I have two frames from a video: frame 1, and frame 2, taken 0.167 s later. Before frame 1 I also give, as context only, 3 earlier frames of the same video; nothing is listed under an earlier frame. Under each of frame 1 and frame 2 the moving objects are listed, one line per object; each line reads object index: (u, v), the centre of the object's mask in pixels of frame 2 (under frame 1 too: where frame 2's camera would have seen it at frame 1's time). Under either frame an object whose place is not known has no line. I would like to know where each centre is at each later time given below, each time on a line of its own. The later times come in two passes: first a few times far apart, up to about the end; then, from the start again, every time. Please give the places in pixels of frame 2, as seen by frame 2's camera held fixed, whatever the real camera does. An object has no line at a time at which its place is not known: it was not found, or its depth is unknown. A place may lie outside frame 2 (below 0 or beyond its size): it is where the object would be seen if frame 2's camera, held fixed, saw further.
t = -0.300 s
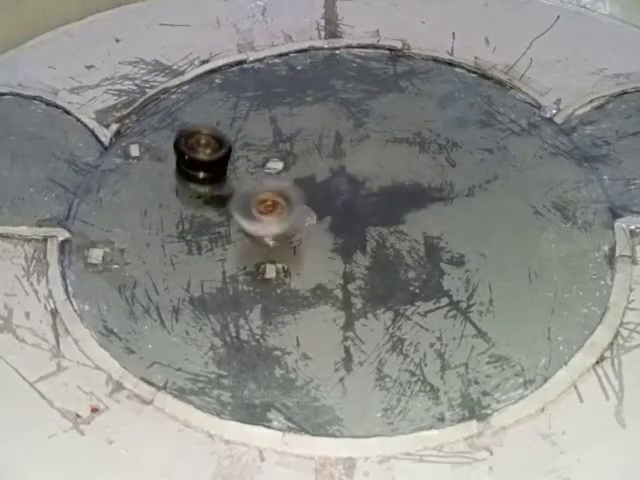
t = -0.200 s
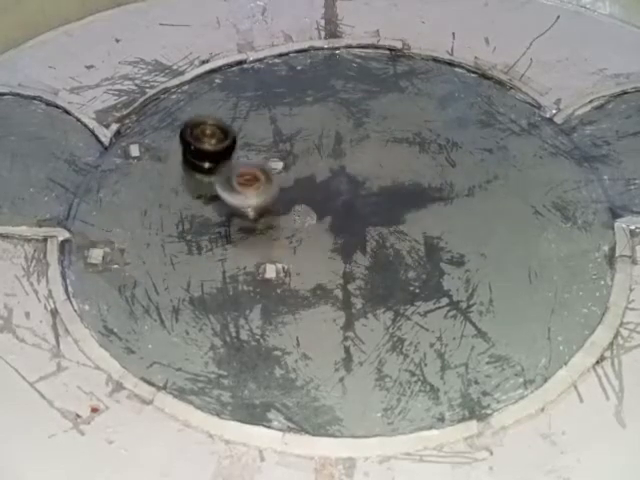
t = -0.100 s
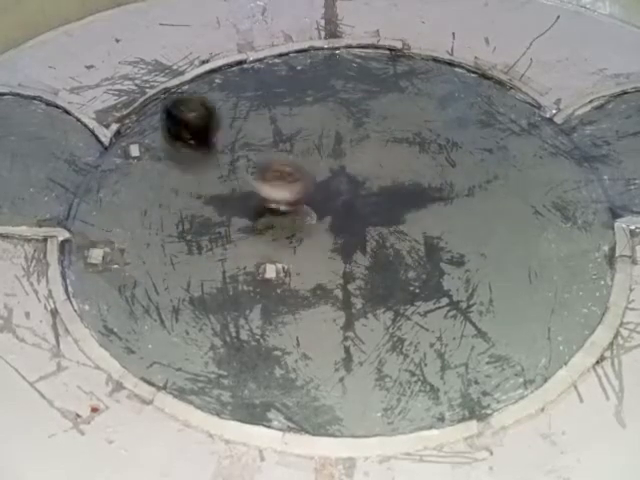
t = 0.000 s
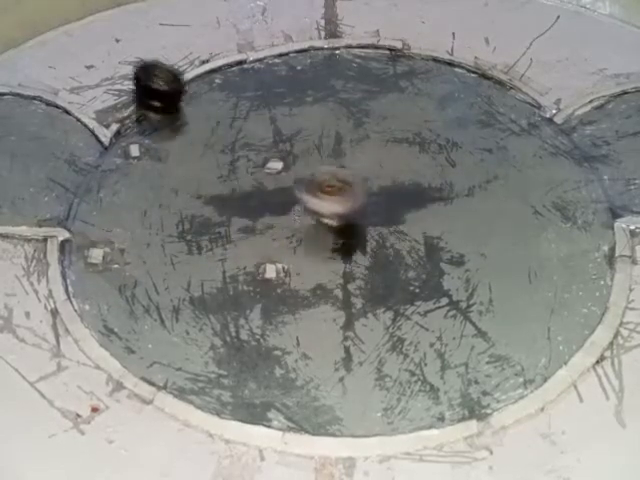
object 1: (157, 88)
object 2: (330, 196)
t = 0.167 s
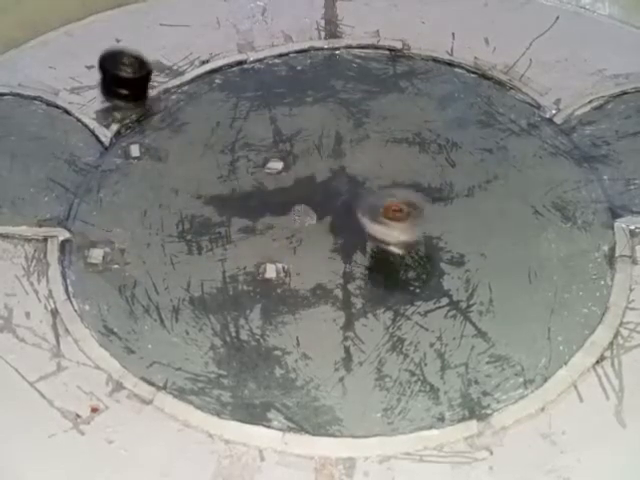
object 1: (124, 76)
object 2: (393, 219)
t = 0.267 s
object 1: (123, 76)
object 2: (424, 238)
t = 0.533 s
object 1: (150, 63)
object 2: (393, 261)
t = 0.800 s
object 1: (176, 53)
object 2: (318, 201)
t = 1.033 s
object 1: (197, 44)
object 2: (305, 140)
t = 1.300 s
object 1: (204, 42)
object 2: (326, 86)
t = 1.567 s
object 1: (242, 33)
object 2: (348, 95)
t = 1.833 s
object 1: (292, 77)
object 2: (303, 149)
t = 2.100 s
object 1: (344, 172)
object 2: (197, 186)
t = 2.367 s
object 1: (414, 201)
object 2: (106, 176)
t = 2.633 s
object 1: (427, 211)
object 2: (149, 151)
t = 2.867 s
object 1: (407, 216)
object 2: (244, 171)
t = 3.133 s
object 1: (377, 214)
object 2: (312, 192)
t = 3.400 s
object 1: (380, 195)
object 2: (252, 178)
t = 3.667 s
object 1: (377, 178)
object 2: (232, 140)
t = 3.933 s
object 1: (374, 166)
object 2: (268, 134)
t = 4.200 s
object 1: (366, 157)
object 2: (285, 166)
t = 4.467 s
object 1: (354, 153)
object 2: (258, 199)
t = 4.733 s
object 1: (339, 148)
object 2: (211, 198)
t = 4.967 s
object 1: (324, 143)
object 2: (221, 174)
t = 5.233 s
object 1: (311, 135)
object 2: (267, 162)
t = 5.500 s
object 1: (304, 130)
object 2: (283, 188)
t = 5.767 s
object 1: (301, 134)
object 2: (266, 203)
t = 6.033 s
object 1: (291, 142)
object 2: (251, 195)
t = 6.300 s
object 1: (285, 138)
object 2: (247, 191)
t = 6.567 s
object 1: (291, 140)
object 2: (239, 201)
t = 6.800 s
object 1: (297, 147)
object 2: (243, 197)
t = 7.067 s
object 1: (296, 150)
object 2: (269, 189)
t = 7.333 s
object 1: (298, 143)
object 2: (261, 236)
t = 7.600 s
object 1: (304, 147)
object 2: (256, 247)
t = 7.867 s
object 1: (300, 158)
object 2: (261, 217)
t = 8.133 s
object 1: (294, 150)
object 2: (252, 200)
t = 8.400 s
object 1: (301, 142)
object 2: (224, 185)
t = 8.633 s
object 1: (308, 146)
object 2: (238, 165)
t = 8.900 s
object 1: (370, 141)
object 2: (188, 169)
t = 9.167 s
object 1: (393, 153)
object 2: (177, 194)
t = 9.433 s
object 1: (378, 170)
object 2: (226, 201)
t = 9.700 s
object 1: (320, 194)
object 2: (225, 168)
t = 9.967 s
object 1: (287, 220)
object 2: (197, 163)
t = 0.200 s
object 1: (122, 76)
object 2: (404, 224)
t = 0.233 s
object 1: (122, 75)
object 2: (414, 231)
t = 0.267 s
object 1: (123, 76)
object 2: (424, 238)
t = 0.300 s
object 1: (123, 77)
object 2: (430, 244)
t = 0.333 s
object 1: (125, 78)
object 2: (434, 251)
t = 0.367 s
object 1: (128, 80)
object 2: (433, 256)
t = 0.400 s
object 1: (133, 80)
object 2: (430, 259)
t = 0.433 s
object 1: (137, 78)
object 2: (422, 262)
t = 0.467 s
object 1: (141, 74)
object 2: (414, 264)
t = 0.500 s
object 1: (145, 68)
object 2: (404, 264)
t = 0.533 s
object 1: (150, 63)
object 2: (393, 261)
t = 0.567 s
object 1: (153, 61)
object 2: (383, 258)
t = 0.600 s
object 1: (156, 60)
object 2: (371, 253)
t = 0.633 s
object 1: (157, 60)
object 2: (361, 247)
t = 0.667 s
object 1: (159, 61)
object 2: (349, 240)
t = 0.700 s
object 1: (161, 59)
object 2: (339, 232)
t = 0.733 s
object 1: (165, 58)
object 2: (332, 223)
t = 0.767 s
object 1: (170, 56)
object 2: (323, 211)
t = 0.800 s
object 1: (176, 53)
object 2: (318, 201)
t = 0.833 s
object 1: (183, 50)
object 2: (314, 191)
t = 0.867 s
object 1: (189, 46)
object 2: (310, 181)
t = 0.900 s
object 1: (194, 43)
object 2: (309, 172)
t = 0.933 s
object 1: (197, 43)
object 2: (307, 166)
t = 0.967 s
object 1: (197, 43)
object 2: (305, 157)
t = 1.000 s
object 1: (197, 43)
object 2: (306, 146)
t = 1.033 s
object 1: (197, 44)
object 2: (305, 140)
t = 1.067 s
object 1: (196, 44)
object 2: (306, 131)
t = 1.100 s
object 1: (195, 45)
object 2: (308, 121)
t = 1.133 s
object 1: (194, 45)
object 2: (311, 114)
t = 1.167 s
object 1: (195, 45)
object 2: (313, 107)
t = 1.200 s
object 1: (195, 45)
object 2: (315, 99)
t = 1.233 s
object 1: (196, 44)
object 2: (318, 93)
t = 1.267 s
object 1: (200, 45)
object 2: (322, 88)
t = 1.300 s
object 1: (204, 42)
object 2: (326, 86)
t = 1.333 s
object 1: (208, 41)
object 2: (330, 84)
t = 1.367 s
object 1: (213, 39)
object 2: (335, 81)
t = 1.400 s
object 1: (217, 39)
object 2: (340, 81)
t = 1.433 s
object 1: (223, 37)
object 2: (343, 83)
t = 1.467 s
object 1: (227, 36)
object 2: (345, 84)
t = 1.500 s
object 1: (233, 35)
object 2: (347, 87)
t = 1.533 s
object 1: (238, 34)
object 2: (348, 91)
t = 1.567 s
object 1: (242, 33)
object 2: (348, 95)
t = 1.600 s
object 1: (248, 32)
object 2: (347, 100)
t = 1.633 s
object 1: (256, 31)
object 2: (344, 107)
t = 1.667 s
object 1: (266, 30)
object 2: (341, 116)
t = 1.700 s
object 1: (273, 37)
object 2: (336, 123)
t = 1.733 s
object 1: (280, 47)
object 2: (329, 130)
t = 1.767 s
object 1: (285, 56)
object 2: (323, 134)
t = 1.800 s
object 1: (289, 67)
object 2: (312, 143)
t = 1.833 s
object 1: (292, 77)
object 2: (303, 149)
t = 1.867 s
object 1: (296, 88)
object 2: (292, 157)
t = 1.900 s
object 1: (299, 98)
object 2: (279, 164)
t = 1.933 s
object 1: (304, 112)
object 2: (266, 169)
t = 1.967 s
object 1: (308, 124)
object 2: (255, 174)
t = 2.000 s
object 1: (316, 137)
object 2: (240, 178)
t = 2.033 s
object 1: (324, 148)
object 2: (228, 181)
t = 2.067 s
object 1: (332, 163)
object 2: (212, 185)
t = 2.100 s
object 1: (344, 172)
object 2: (197, 186)
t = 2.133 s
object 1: (355, 183)
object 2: (184, 188)
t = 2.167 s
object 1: (368, 191)
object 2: (169, 192)
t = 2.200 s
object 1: (377, 195)
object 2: (157, 192)
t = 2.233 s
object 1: (387, 198)
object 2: (143, 191)
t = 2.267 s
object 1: (395, 200)
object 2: (131, 188)
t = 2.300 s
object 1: (402, 202)
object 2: (120, 184)
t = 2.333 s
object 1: (409, 201)
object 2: (112, 182)
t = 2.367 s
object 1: (414, 201)
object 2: (106, 176)
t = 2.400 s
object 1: (417, 201)
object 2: (102, 171)
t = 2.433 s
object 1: (419, 202)
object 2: (102, 167)
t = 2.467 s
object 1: (422, 203)
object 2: (105, 162)
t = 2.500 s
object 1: (424, 204)
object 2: (109, 160)
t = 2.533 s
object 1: (426, 207)
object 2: (118, 155)
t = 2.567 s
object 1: (427, 208)
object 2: (126, 153)
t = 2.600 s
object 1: (427, 209)
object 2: (138, 151)
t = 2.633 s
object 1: (427, 211)
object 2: (149, 151)
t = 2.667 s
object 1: (426, 211)
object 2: (161, 153)
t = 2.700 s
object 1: (424, 213)
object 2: (176, 153)
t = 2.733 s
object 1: (422, 215)
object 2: (190, 156)
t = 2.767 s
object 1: (419, 217)
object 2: (205, 159)
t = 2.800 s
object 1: (416, 216)
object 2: (217, 166)
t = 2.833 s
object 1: (413, 216)
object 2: (231, 169)
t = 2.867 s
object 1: (407, 216)
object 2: (244, 171)
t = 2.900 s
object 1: (403, 216)
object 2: (255, 173)
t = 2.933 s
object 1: (398, 216)
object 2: (268, 177)
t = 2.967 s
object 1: (392, 216)
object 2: (279, 181)
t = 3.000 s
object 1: (385, 216)
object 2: (292, 183)
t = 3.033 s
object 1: (380, 215)
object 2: (304, 187)
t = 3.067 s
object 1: (375, 215)
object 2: (312, 191)
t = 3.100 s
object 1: (377, 215)
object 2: (312, 191)
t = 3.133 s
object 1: (377, 214)
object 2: (312, 192)
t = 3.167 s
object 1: (380, 211)
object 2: (310, 192)
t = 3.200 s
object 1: (383, 209)
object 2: (303, 192)
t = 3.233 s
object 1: (385, 207)
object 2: (294, 191)
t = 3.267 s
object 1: (385, 204)
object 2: (285, 189)
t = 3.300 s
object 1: (383, 201)
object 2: (276, 190)
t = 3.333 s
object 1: (383, 199)
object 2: (266, 188)
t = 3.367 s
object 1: (381, 196)
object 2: (259, 184)
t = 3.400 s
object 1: (380, 195)
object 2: (252, 178)
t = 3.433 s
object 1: (380, 193)
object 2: (245, 174)
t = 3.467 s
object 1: (379, 191)
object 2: (241, 169)
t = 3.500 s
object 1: (379, 189)
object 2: (237, 164)
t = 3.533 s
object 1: (379, 187)
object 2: (234, 161)
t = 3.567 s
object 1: (378, 184)
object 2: (231, 157)
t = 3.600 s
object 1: (378, 182)
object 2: (230, 151)
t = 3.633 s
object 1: (378, 181)
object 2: (230, 145)
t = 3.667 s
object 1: (377, 178)
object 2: (232, 140)
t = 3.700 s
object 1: (377, 177)
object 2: (235, 137)
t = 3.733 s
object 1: (377, 175)
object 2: (239, 134)
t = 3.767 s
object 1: (376, 173)
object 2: (243, 131)
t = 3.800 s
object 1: (376, 172)
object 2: (249, 130)
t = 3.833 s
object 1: (376, 171)
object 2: (253, 129)
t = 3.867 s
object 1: (375, 170)
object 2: (257, 129)
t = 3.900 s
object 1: (374, 168)
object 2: (263, 131)
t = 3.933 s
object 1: (374, 166)
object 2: (268, 134)
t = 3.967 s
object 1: (373, 165)
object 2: (271, 137)
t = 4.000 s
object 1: (372, 164)
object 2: (275, 138)
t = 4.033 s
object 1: (372, 162)
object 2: (278, 141)
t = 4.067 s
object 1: (371, 161)
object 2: (279, 145)
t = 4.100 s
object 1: (370, 159)
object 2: (282, 152)
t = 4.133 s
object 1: (368, 159)
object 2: (284, 155)
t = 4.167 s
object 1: (367, 158)
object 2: (284, 160)
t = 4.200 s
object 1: (366, 157)
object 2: (285, 166)
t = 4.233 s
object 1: (364, 156)
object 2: (284, 170)
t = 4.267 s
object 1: (362, 156)
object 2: (283, 175)
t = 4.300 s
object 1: (361, 156)
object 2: (280, 182)
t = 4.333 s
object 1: (360, 155)
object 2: (277, 185)
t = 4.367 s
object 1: (358, 155)
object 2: (274, 189)
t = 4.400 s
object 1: (357, 154)
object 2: (269, 194)
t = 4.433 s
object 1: (355, 154)
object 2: (264, 198)
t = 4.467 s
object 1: (354, 153)
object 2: (258, 199)
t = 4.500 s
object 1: (352, 152)
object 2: (249, 202)
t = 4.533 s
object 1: (350, 152)
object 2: (242, 204)
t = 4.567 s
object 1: (349, 152)
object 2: (236, 204)
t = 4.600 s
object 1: (347, 151)
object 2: (230, 205)
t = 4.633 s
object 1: (345, 151)
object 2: (225, 204)
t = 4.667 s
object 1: (343, 149)
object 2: (220, 201)
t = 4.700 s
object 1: (341, 148)
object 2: (215, 200)
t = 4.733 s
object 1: (339, 148)
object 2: (211, 198)
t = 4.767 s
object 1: (337, 147)
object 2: (209, 194)
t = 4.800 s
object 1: (335, 147)
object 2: (209, 192)
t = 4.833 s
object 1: (333, 146)
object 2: (209, 188)
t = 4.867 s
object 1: (330, 145)
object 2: (210, 184)
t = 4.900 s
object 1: (328, 144)
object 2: (212, 181)
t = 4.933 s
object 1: (326, 143)
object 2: (216, 177)
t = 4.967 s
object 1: (324, 143)
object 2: (221, 174)
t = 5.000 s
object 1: (321, 142)
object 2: (226, 170)
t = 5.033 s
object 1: (319, 141)
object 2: (232, 167)
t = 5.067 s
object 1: (317, 141)
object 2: (239, 165)
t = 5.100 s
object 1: (315, 140)
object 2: (244, 165)
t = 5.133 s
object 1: (313, 139)
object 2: (251, 162)
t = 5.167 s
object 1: (311, 138)
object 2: (258, 160)
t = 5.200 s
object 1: (311, 136)
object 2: (265, 161)
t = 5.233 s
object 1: (311, 135)
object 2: (267, 162)
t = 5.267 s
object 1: (310, 133)
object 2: (269, 164)
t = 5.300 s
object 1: (309, 130)
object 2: (273, 167)
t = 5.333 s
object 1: (307, 130)
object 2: (276, 171)
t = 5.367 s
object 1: (306, 129)
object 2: (278, 175)
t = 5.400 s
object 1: (305, 129)
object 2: (281, 179)
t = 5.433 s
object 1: (304, 129)
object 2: (281, 180)
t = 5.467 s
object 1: (304, 130)
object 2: (282, 185)
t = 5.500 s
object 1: (304, 130)
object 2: (283, 188)
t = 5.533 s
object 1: (304, 130)
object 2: (282, 191)
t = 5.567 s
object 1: (303, 130)
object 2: (279, 194)
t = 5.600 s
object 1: (303, 131)
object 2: (277, 195)
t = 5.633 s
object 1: (303, 131)
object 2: (275, 197)
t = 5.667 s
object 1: (302, 132)
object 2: (274, 198)
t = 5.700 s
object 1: (302, 133)
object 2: (272, 201)
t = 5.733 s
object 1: (302, 133)
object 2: (269, 202)
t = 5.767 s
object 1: (301, 134)
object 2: (266, 203)
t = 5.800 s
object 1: (301, 135)
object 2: (265, 203)
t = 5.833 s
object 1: (300, 136)
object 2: (262, 203)
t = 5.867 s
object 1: (299, 137)
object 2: (260, 202)
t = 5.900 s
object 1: (298, 137)
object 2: (258, 201)
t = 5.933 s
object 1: (296, 139)
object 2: (256, 200)
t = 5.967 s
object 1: (295, 140)
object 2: (255, 198)
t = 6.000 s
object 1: (293, 142)
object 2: (252, 197)
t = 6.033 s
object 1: (291, 142)
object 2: (251, 195)
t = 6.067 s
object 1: (290, 144)
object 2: (250, 190)
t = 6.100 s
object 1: (289, 144)
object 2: (251, 188)
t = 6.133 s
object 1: (288, 145)
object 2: (252, 183)
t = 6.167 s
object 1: (287, 145)
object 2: (253, 180)
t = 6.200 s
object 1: (286, 142)
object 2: (252, 182)
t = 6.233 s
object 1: (286, 141)
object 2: (251, 185)
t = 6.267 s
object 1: (285, 139)
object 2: (249, 189)
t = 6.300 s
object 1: (285, 138)
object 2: (247, 191)
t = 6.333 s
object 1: (283, 139)
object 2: (246, 192)
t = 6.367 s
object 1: (283, 138)
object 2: (243, 194)
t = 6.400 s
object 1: (284, 138)
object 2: (242, 197)
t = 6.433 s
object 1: (285, 139)
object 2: (242, 198)
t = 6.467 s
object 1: (286, 140)
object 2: (241, 199)
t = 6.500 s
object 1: (288, 140)
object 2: (241, 200)
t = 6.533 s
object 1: (289, 140)
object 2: (240, 201)
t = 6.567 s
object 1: (291, 140)
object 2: (239, 201)
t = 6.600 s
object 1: (292, 141)
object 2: (239, 201)
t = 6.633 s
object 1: (293, 141)
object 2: (239, 201)
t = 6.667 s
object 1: (294, 142)
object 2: (240, 200)
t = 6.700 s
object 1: (295, 143)
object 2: (240, 200)
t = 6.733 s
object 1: (296, 144)
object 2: (241, 198)
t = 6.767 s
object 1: (297, 146)
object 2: (242, 198)
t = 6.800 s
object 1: (297, 147)
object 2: (243, 197)
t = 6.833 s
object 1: (297, 149)
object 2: (245, 196)
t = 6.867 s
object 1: (297, 152)
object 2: (248, 193)
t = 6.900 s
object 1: (298, 152)
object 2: (252, 190)
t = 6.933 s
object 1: (298, 152)
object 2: (256, 189)
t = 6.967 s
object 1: (299, 155)
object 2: (260, 187)
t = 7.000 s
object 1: (299, 154)
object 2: (263, 188)
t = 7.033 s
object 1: (298, 150)
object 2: (266, 189)
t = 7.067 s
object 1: (296, 150)
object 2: (269, 189)
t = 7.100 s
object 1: (296, 150)
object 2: (268, 197)
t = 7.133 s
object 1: (295, 148)
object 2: (267, 204)
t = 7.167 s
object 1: (295, 145)
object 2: (267, 209)
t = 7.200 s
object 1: (295, 144)
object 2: (264, 214)
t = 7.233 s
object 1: (295, 144)
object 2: (262, 219)
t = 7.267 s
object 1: (295, 143)
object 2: (264, 225)
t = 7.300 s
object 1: (297, 143)
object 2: (261, 231)
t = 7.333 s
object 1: (298, 143)
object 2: (261, 236)
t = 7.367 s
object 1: (299, 143)
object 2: (260, 238)
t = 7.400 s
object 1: (300, 142)
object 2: (260, 242)
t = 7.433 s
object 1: (301, 143)
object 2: (259, 244)
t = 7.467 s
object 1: (302, 144)
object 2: (258, 247)
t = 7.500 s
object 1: (302, 144)
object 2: (258, 248)
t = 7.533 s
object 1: (303, 145)
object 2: (257, 248)
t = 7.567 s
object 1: (303, 146)
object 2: (257, 248)
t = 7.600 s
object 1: (304, 147)
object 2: (256, 247)
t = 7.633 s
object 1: (305, 148)
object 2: (256, 246)
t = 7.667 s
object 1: (305, 149)
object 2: (256, 244)
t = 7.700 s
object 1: (304, 150)
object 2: (256, 240)
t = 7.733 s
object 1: (304, 152)
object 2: (257, 237)
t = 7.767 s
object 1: (303, 153)
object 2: (258, 232)
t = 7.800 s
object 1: (302, 155)
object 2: (257, 228)
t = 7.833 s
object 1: (300, 157)
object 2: (258, 222)
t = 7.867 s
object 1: (300, 158)
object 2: (261, 217)
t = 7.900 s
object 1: (299, 158)
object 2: (262, 211)
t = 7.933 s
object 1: (298, 158)
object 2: (264, 206)
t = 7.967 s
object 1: (297, 158)
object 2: (265, 201)
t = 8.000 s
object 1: (297, 157)
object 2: (266, 196)
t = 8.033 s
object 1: (297, 155)
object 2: (262, 198)
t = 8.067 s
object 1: (296, 153)
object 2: (259, 199)
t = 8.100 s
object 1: (295, 151)
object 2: (254, 200)
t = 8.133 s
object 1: (294, 150)
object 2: (252, 200)
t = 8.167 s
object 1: (295, 148)
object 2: (247, 199)
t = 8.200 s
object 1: (295, 146)
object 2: (244, 198)
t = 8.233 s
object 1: (296, 144)
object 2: (240, 195)
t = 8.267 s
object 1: (297, 143)
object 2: (236, 195)
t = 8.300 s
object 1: (298, 143)
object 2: (231, 193)
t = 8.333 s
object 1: (299, 142)
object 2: (229, 190)
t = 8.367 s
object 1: (300, 142)
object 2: (228, 189)
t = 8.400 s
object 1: (301, 142)
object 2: (224, 185)
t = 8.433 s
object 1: (302, 142)
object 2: (223, 182)
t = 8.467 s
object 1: (303, 142)
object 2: (224, 176)
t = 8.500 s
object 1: (305, 143)
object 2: (225, 173)
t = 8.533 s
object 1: (306, 143)
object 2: (228, 170)
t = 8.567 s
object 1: (306, 144)
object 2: (232, 167)
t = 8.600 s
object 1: (307, 145)
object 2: (235, 165)
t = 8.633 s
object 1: (308, 146)
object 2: (238, 165)
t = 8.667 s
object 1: (308, 147)
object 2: (242, 163)
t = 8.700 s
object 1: (309, 149)
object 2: (246, 161)
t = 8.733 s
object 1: (308, 151)
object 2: (250, 159)
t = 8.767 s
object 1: (317, 152)
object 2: (246, 162)
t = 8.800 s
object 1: (336, 149)
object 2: (225, 163)
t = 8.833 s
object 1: (350, 146)
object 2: (208, 163)
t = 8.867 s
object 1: (361, 145)
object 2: (194, 166)
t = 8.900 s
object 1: (370, 141)
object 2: (188, 169)
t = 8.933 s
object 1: (376, 143)
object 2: (182, 172)
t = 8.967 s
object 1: (381, 143)
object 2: (177, 175)
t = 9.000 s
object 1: (385, 145)
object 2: (175, 177)
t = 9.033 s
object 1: (387, 147)
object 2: (173, 180)
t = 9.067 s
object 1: (389, 149)
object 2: (171, 184)
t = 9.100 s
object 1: (391, 150)
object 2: (171, 186)
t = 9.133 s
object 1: (392, 151)
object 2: (174, 194)
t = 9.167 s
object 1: (393, 153)
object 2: (177, 194)
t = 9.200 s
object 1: (394, 155)
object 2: (180, 195)
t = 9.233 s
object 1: (394, 157)
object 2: (188, 203)
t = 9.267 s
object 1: (393, 159)
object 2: (196, 208)
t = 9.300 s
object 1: (392, 161)
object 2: (204, 204)
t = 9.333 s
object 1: (390, 164)
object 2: (207, 209)
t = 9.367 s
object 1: (387, 166)
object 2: (216, 204)
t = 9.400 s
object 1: (383, 167)
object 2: (220, 202)
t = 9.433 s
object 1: (378, 170)
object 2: (226, 201)
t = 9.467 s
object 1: (371, 173)
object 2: (229, 199)
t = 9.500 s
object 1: (365, 174)
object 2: (230, 192)
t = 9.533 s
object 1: (358, 178)
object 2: (232, 190)
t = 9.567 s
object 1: (350, 179)
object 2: (233, 182)
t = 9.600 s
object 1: (342, 183)
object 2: (233, 179)
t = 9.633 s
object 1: (334, 187)
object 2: (230, 174)
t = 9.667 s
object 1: (327, 189)
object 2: (228, 172)
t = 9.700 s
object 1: (320, 194)
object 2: (225, 168)
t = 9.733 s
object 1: (314, 195)
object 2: (223, 165)
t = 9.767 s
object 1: (309, 201)
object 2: (220, 162)
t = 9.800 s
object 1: (304, 207)
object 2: (217, 160)
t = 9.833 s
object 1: (298, 211)
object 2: (211, 158)
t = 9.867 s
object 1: (294, 216)
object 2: (208, 159)
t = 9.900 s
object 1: (292, 219)
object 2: (202, 159)
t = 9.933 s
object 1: (290, 220)
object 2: (200, 160)
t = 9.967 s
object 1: (287, 220)
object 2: (197, 163)
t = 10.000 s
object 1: (284, 223)
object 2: (194, 166)
